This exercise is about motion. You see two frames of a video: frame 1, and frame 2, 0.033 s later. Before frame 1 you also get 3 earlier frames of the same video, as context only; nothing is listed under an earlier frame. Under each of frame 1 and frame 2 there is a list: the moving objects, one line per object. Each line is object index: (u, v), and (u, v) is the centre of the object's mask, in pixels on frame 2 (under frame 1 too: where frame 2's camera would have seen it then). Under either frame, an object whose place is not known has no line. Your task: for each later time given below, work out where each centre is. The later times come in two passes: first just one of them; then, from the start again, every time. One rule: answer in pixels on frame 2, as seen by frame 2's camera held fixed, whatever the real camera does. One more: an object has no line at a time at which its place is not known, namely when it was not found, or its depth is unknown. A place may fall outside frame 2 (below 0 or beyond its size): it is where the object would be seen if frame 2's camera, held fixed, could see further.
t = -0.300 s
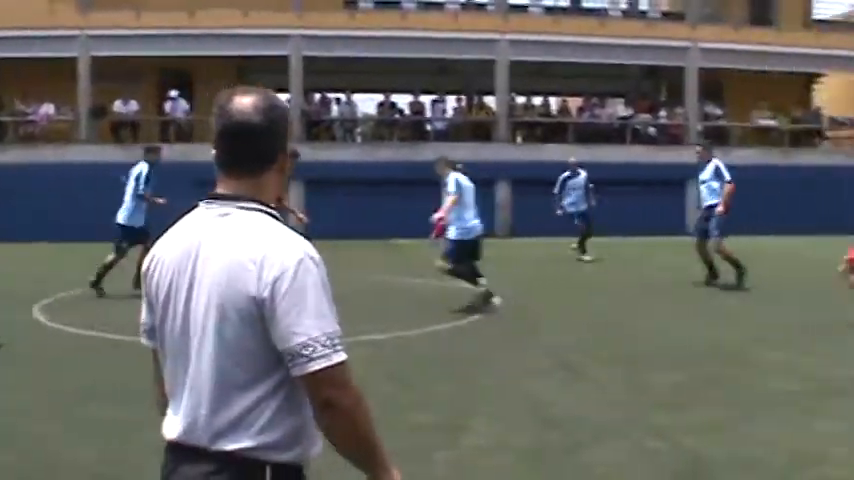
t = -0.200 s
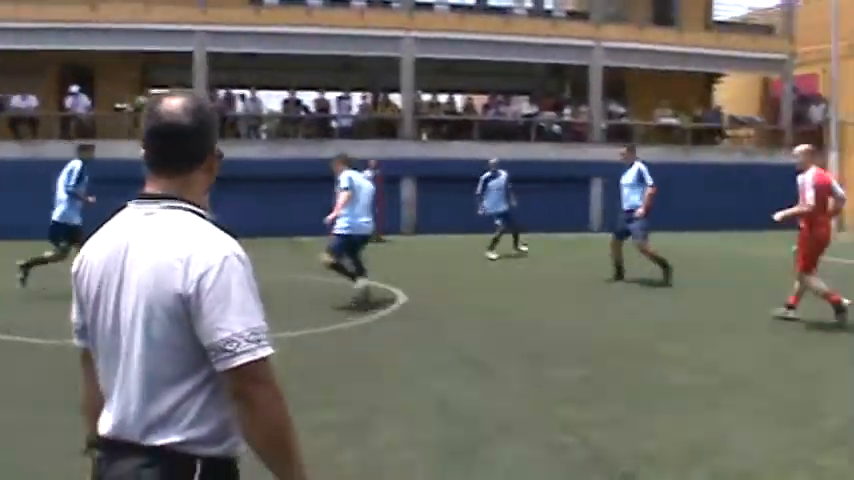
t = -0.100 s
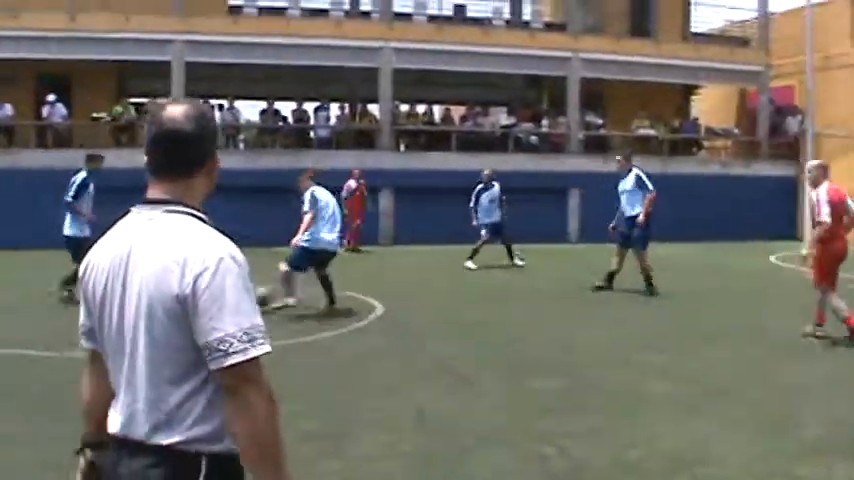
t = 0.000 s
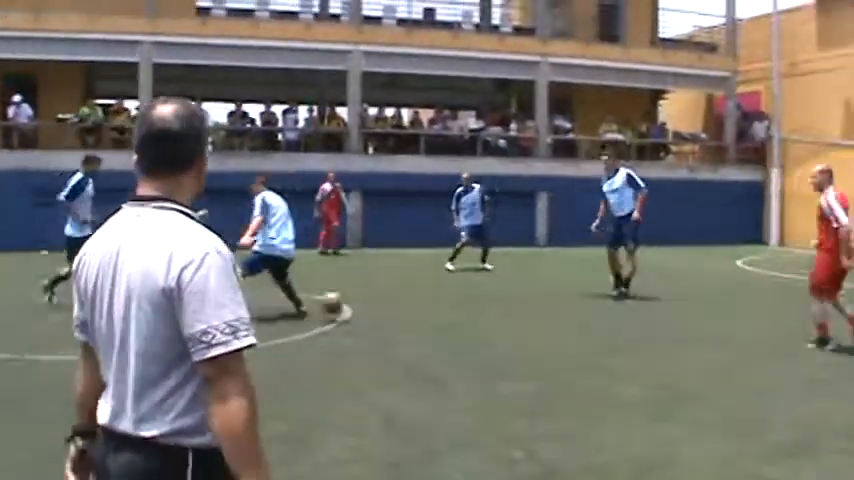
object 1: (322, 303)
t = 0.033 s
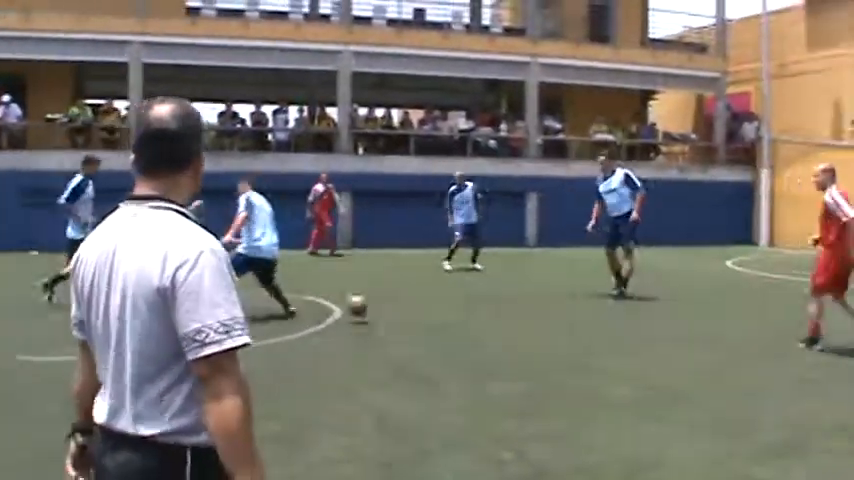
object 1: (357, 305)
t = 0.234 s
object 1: (550, 319)
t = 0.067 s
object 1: (392, 310)
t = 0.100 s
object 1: (428, 316)
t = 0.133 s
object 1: (461, 319)
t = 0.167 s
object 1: (491, 317)
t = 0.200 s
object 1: (520, 317)
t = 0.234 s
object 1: (550, 319)
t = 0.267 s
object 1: (579, 320)
